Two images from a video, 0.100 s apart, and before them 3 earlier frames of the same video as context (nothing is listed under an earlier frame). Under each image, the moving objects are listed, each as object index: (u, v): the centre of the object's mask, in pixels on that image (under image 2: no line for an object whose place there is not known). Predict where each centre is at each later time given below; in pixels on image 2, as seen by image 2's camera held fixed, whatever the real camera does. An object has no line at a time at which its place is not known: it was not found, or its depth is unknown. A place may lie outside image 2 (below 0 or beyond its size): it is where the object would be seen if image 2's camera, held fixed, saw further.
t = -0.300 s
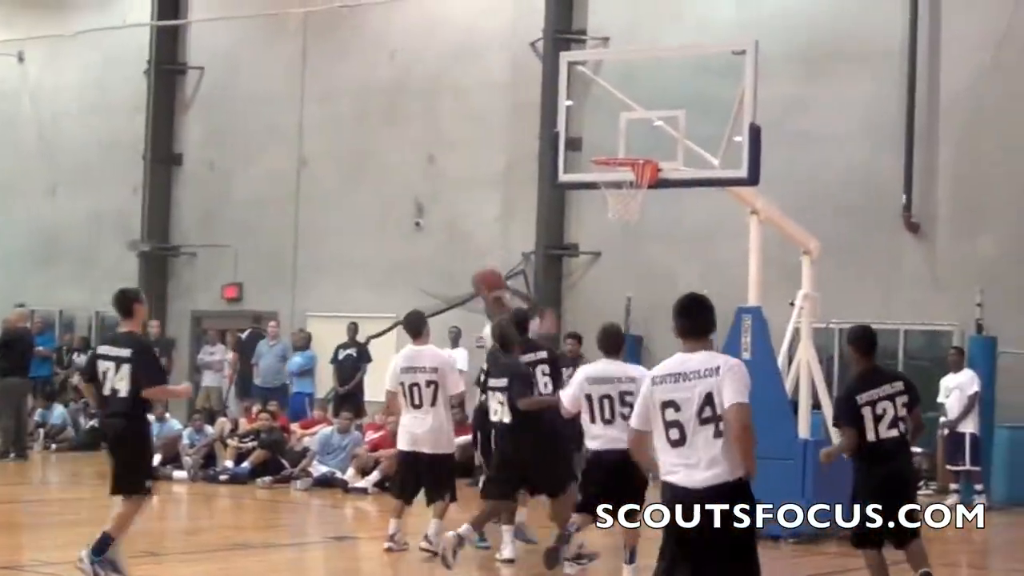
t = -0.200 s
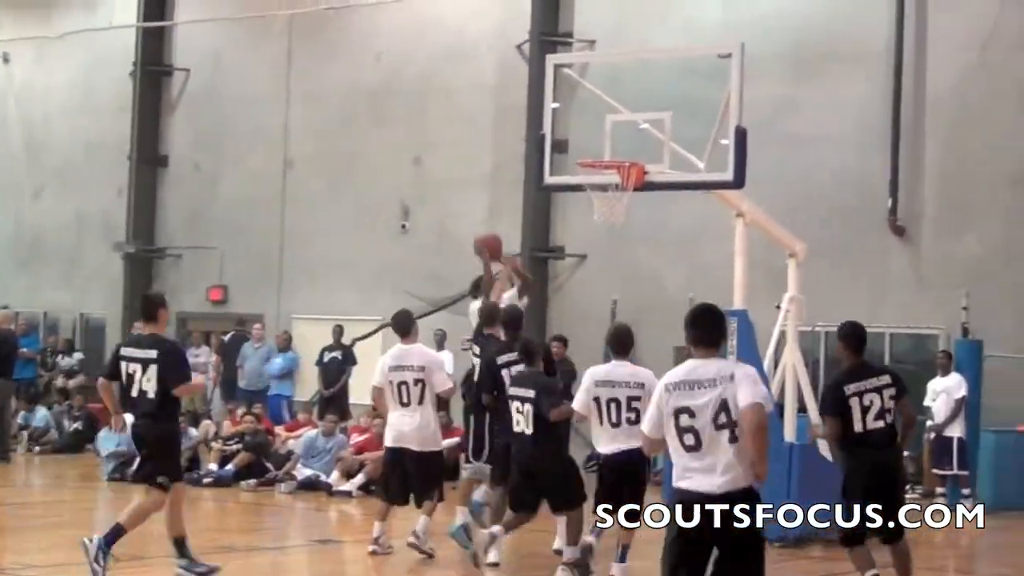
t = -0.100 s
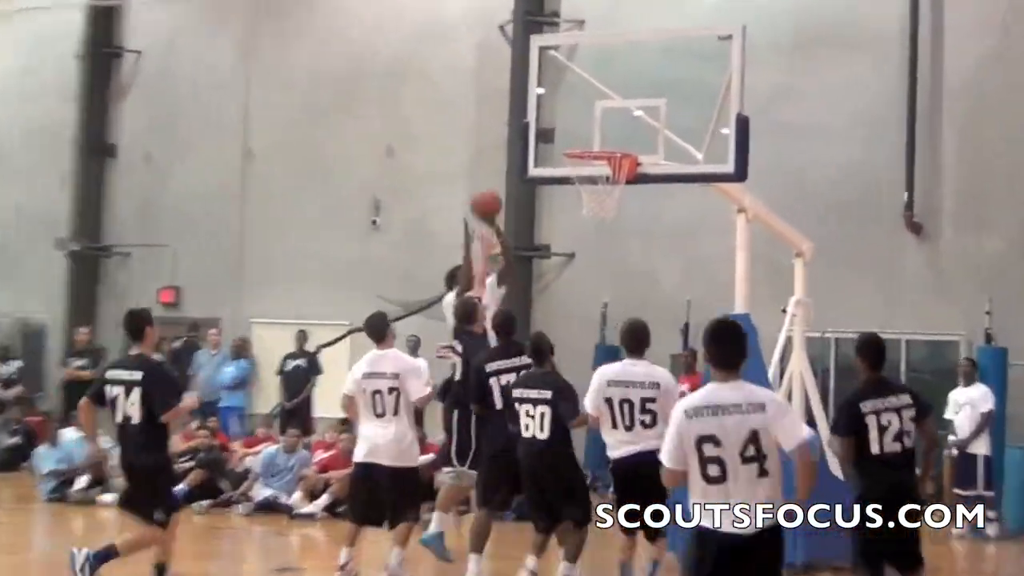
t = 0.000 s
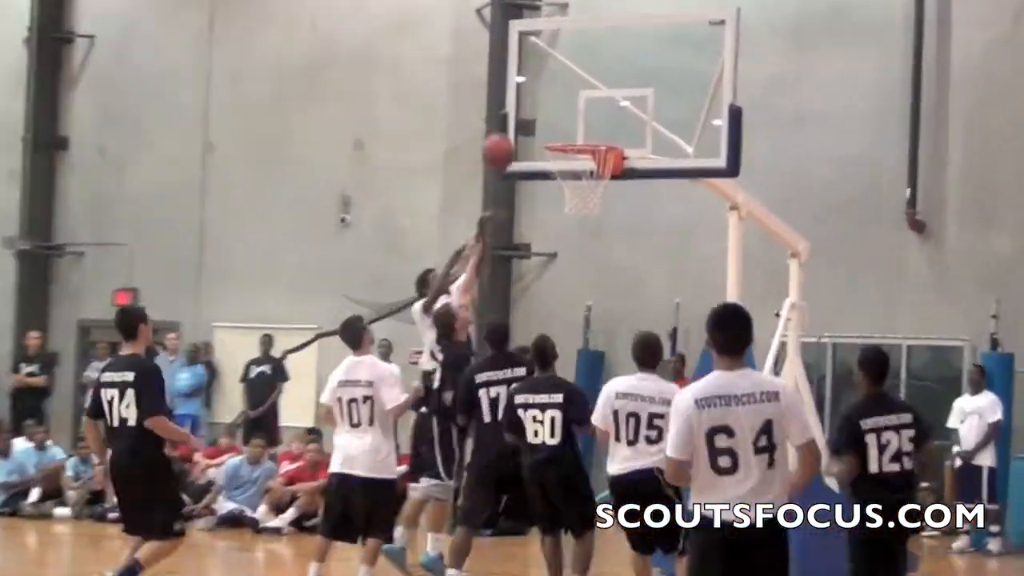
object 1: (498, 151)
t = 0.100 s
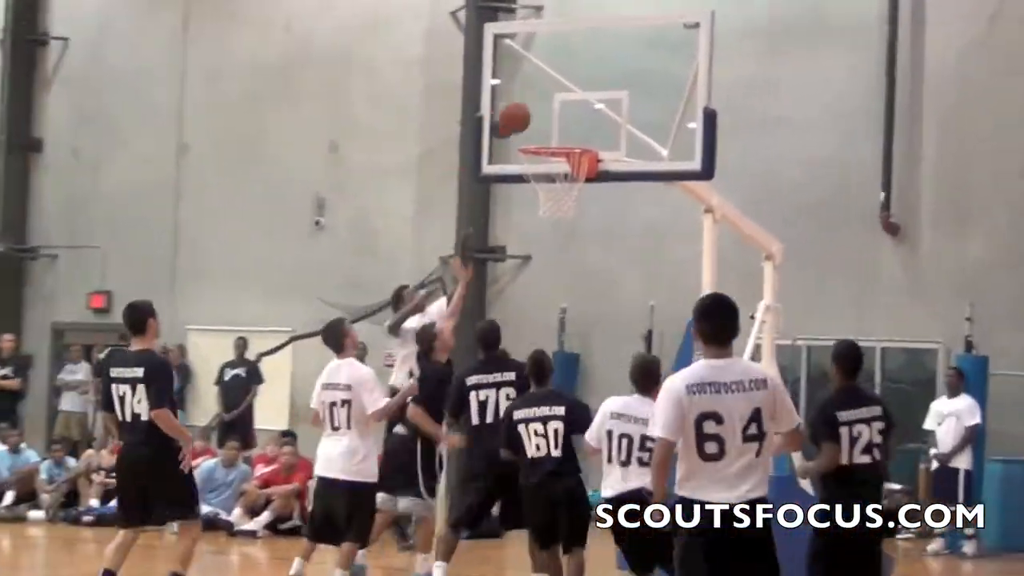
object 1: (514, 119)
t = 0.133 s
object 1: (528, 109)
